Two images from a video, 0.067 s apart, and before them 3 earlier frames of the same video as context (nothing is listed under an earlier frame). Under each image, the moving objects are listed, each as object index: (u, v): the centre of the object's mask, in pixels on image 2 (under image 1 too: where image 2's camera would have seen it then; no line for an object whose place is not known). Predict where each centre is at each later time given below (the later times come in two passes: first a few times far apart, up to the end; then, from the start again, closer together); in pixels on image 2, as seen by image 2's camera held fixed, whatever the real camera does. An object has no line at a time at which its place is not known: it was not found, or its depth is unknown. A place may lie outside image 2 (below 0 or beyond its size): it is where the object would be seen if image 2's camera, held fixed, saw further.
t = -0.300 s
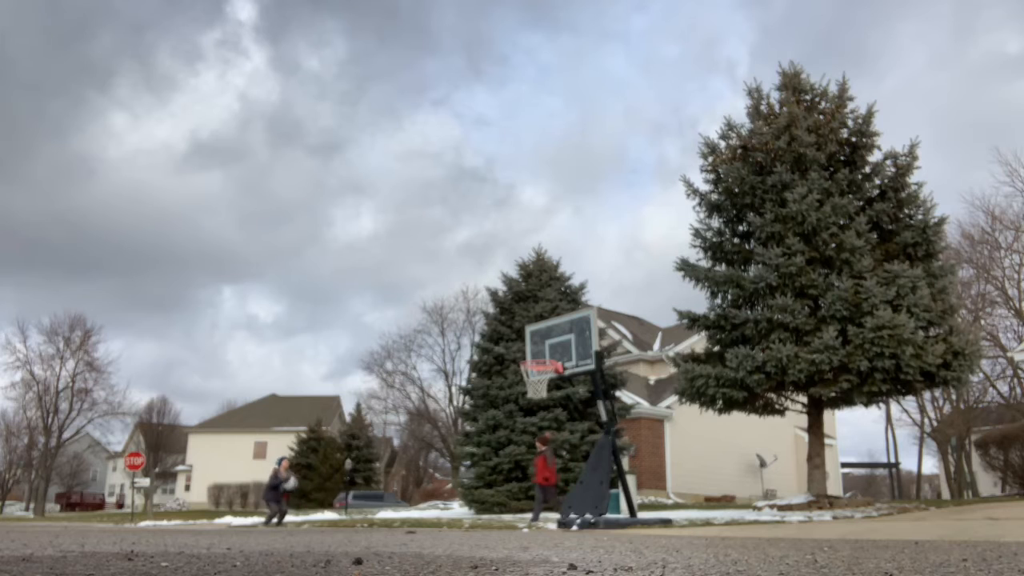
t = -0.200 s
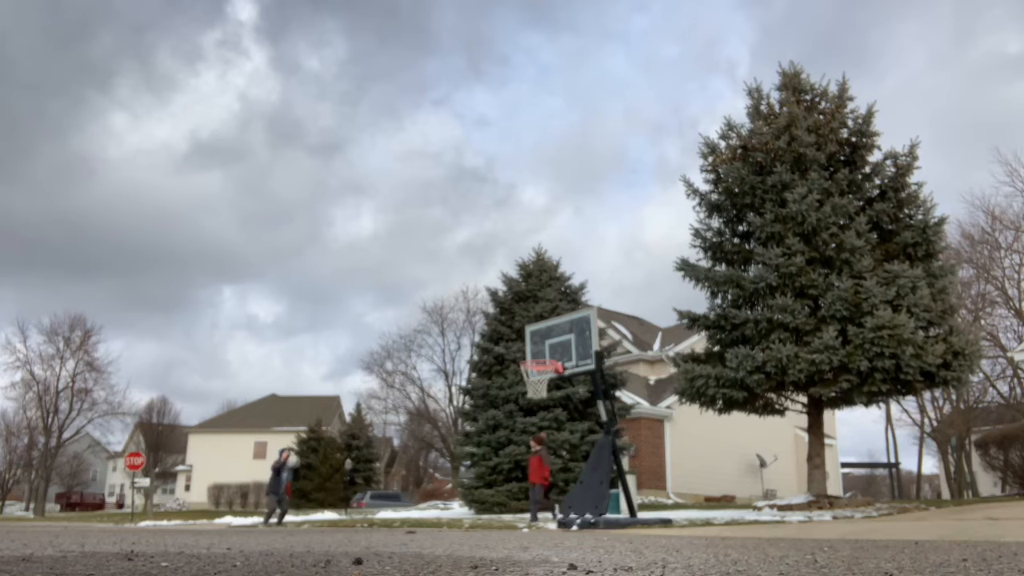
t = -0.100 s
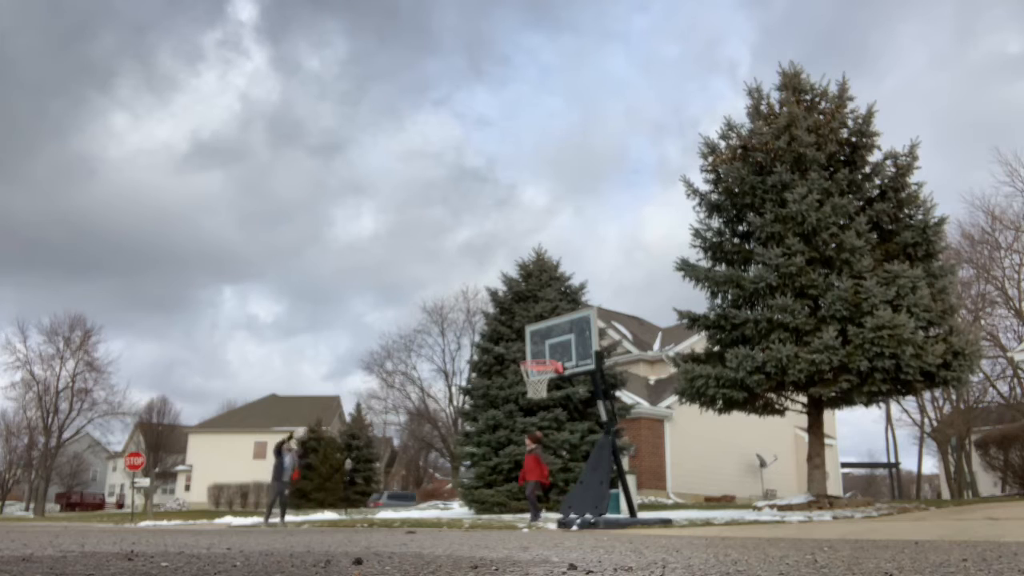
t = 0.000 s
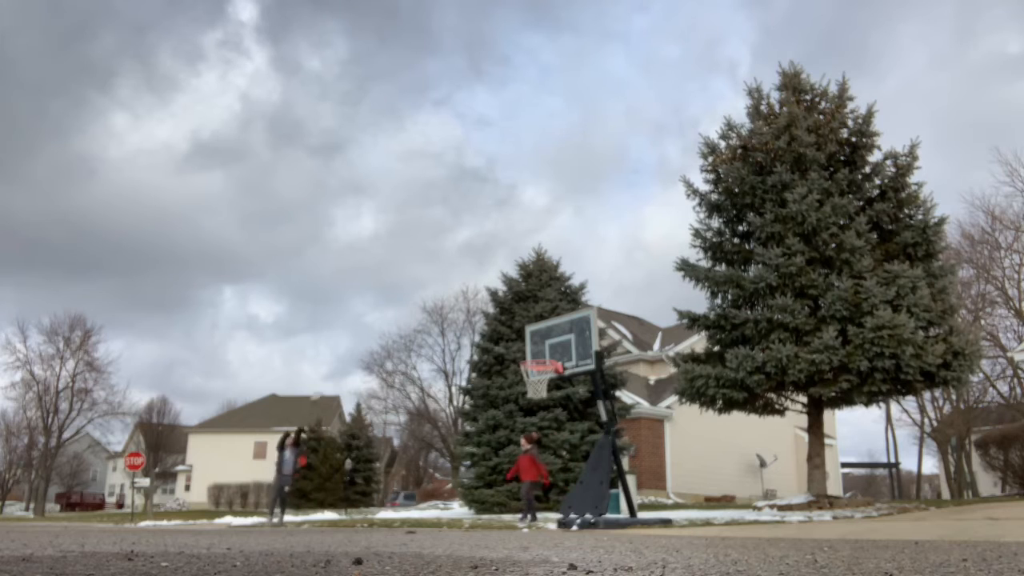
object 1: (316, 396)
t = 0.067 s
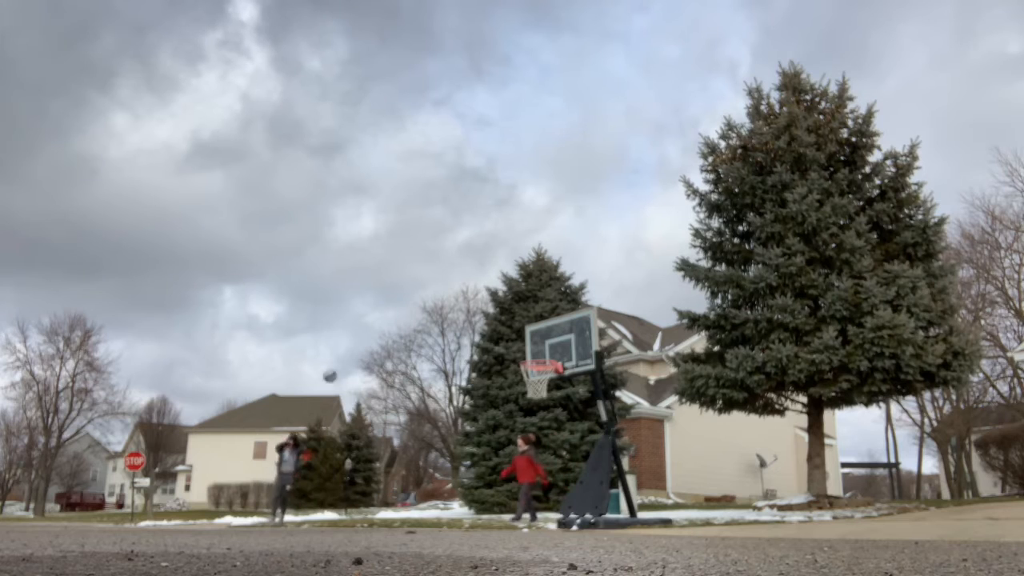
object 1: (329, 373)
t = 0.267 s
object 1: (366, 321)
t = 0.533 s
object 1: (416, 285)
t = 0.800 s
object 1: (470, 292)
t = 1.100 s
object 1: (539, 362)
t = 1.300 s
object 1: (546, 376)
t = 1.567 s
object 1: (531, 408)
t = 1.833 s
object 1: (517, 498)
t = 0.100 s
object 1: (335, 363)
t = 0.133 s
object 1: (342, 354)
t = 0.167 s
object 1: (348, 345)
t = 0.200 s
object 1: (354, 336)
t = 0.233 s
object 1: (360, 328)
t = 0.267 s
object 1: (366, 321)
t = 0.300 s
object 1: (372, 314)
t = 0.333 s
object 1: (378, 308)
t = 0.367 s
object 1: (385, 303)
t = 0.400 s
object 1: (391, 298)
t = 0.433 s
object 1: (397, 294)
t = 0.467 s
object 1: (403, 291)
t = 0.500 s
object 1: (410, 288)
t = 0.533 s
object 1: (416, 285)
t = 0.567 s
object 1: (423, 284)
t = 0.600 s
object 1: (429, 283)
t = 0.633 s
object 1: (436, 282)
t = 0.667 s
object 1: (443, 283)
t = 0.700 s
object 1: (449, 284)
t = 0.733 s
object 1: (456, 286)
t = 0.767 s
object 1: (463, 289)
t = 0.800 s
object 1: (470, 292)
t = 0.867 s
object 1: (484, 302)
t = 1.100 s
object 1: (539, 362)
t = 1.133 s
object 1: (549, 376)
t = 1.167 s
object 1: (551, 380)
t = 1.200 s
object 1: (551, 378)
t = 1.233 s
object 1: (550, 377)
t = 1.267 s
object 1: (548, 376)
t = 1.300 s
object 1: (546, 376)
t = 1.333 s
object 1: (544, 377)
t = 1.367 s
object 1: (539, 378)
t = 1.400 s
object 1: (538, 379)
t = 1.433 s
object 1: (536, 381)
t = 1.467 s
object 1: (533, 387)
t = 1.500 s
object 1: (531, 392)
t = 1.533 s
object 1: (533, 402)
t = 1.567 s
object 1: (531, 408)
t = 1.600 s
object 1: (529, 416)
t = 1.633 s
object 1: (527, 425)
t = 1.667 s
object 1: (526, 435)
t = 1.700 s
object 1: (524, 445)
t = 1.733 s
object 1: (522, 457)
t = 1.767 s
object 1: (520, 470)
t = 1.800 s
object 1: (519, 484)
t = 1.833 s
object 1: (517, 498)
